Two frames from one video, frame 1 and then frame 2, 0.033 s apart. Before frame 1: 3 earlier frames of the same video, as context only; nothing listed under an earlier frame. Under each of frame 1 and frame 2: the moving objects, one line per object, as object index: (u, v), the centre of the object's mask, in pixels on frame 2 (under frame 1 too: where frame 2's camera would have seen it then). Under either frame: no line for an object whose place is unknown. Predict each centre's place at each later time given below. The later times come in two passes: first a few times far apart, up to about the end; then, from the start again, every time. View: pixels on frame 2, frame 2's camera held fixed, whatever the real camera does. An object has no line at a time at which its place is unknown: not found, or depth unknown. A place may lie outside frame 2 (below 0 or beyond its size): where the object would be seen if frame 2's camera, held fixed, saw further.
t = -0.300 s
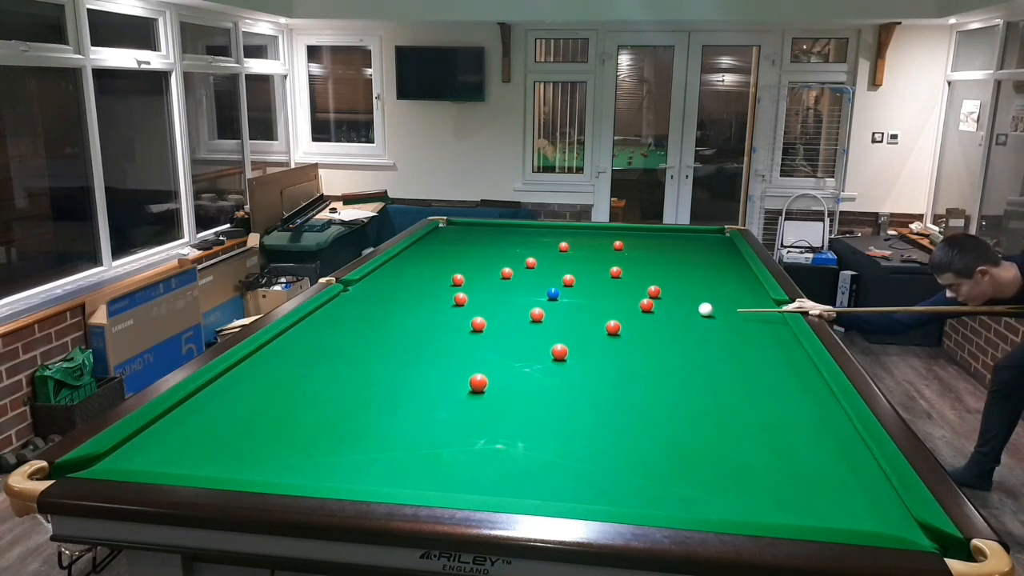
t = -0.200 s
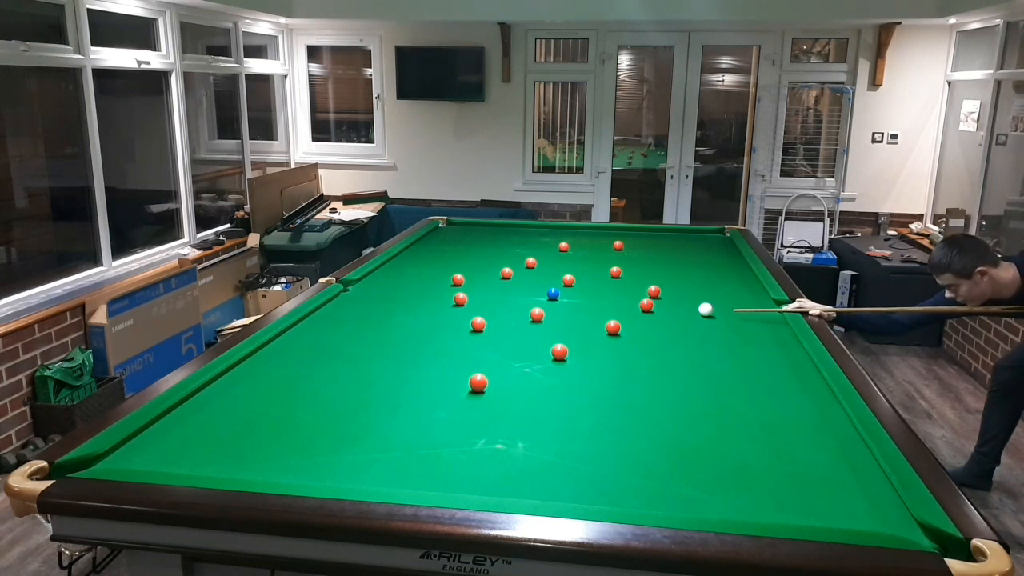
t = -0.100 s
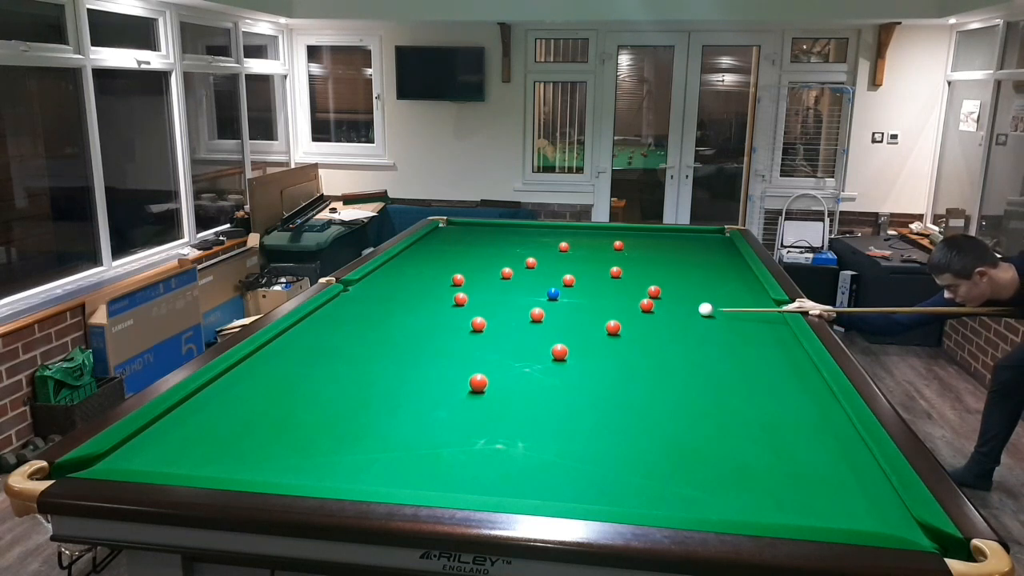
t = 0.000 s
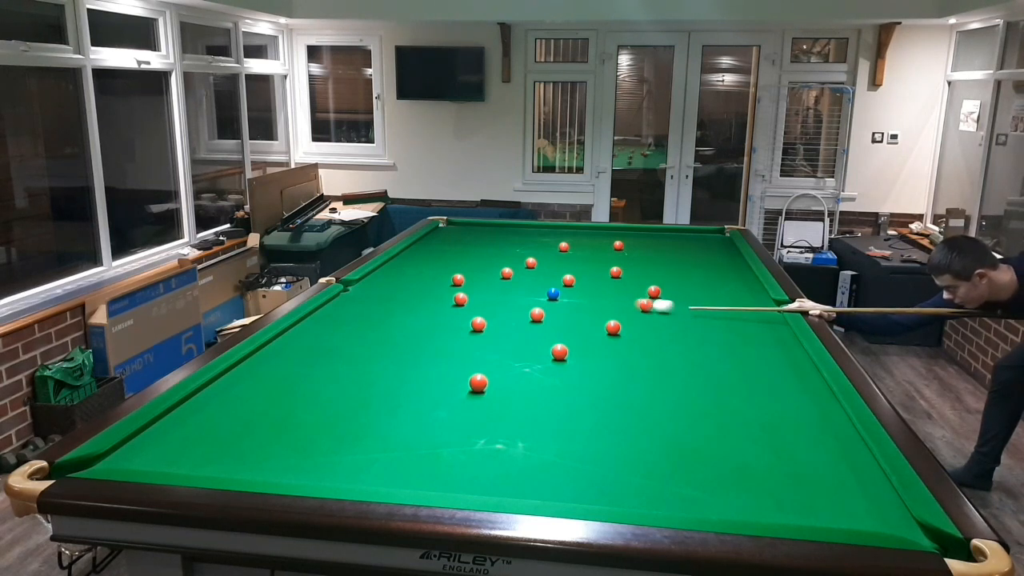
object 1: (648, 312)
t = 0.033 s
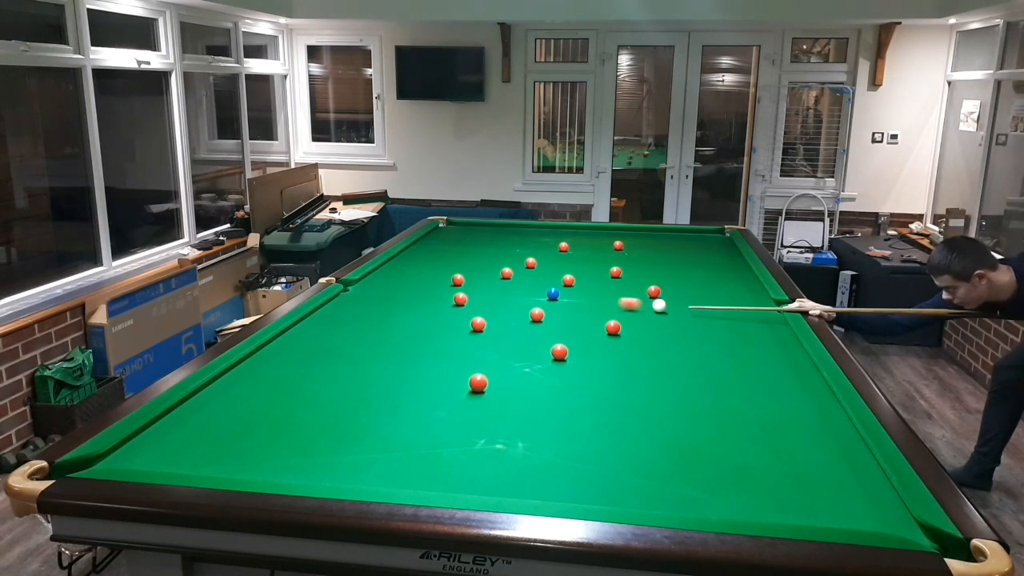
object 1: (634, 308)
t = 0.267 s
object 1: (534, 297)
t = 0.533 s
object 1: (449, 291)
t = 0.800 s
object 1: (370, 286)
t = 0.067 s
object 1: (614, 303)
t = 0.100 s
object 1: (599, 302)
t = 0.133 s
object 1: (585, 301)
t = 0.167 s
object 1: (572, 300)
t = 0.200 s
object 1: (559, 300)
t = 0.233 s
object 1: (545, 298)
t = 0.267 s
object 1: (534, 297)
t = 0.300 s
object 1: (525, 296)
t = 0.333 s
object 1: (513, 296)
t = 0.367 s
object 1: (502, 295)
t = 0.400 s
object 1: (492, 294)
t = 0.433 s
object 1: (481, 293)
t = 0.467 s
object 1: (472, 292)
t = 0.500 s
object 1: (461, 290)
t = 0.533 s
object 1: (449, 291)
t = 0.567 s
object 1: (440, 291)
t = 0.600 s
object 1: (430, 290)
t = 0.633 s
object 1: (419, 289)
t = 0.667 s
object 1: (410, 288)
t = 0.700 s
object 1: (400, 288)
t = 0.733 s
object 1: (390, 287)
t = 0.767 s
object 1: (380, 287)
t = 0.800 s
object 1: (370, 286)
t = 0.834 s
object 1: (361, 286)
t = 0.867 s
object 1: (351, 285)
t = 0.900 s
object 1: (345, 284)
